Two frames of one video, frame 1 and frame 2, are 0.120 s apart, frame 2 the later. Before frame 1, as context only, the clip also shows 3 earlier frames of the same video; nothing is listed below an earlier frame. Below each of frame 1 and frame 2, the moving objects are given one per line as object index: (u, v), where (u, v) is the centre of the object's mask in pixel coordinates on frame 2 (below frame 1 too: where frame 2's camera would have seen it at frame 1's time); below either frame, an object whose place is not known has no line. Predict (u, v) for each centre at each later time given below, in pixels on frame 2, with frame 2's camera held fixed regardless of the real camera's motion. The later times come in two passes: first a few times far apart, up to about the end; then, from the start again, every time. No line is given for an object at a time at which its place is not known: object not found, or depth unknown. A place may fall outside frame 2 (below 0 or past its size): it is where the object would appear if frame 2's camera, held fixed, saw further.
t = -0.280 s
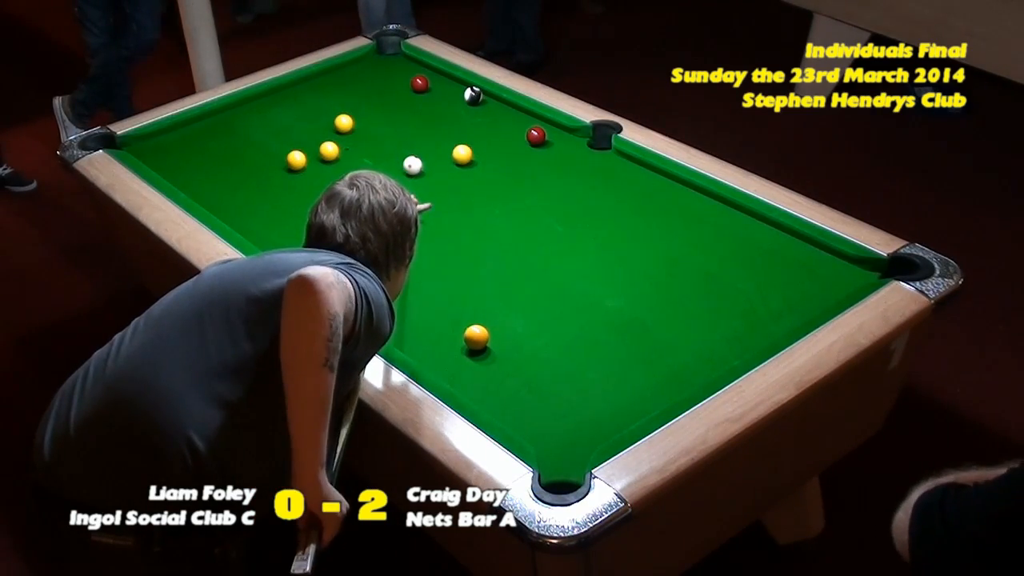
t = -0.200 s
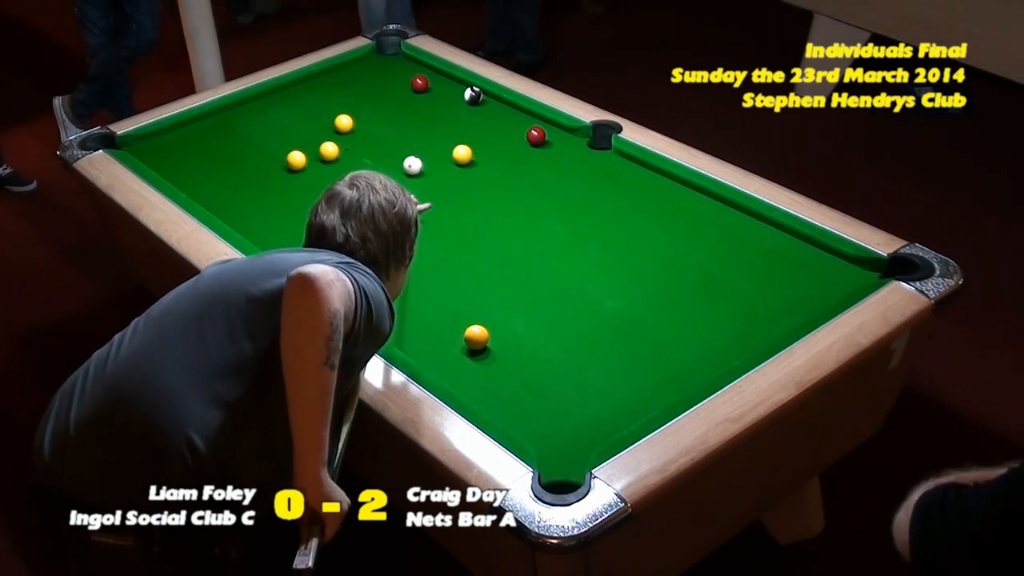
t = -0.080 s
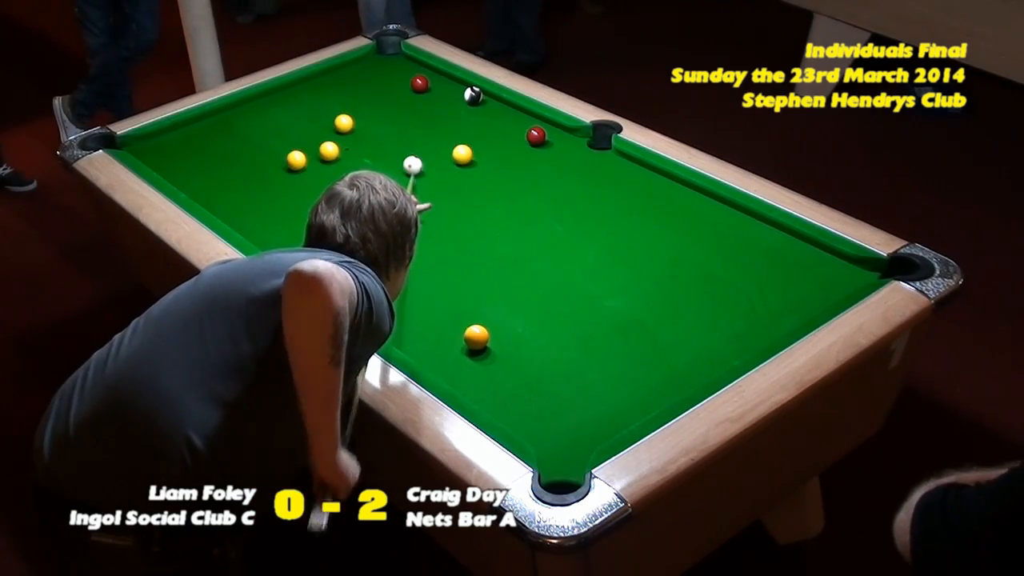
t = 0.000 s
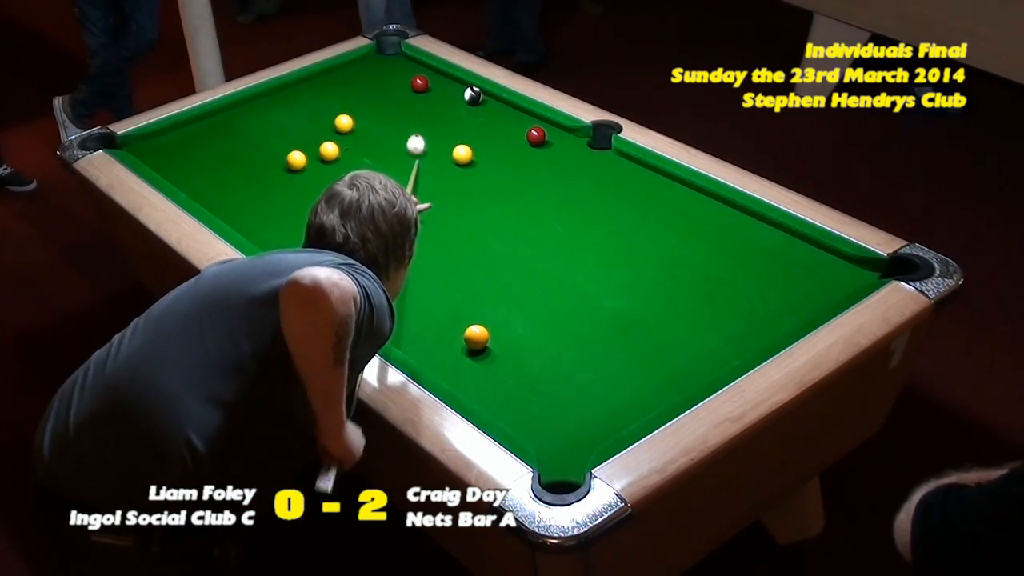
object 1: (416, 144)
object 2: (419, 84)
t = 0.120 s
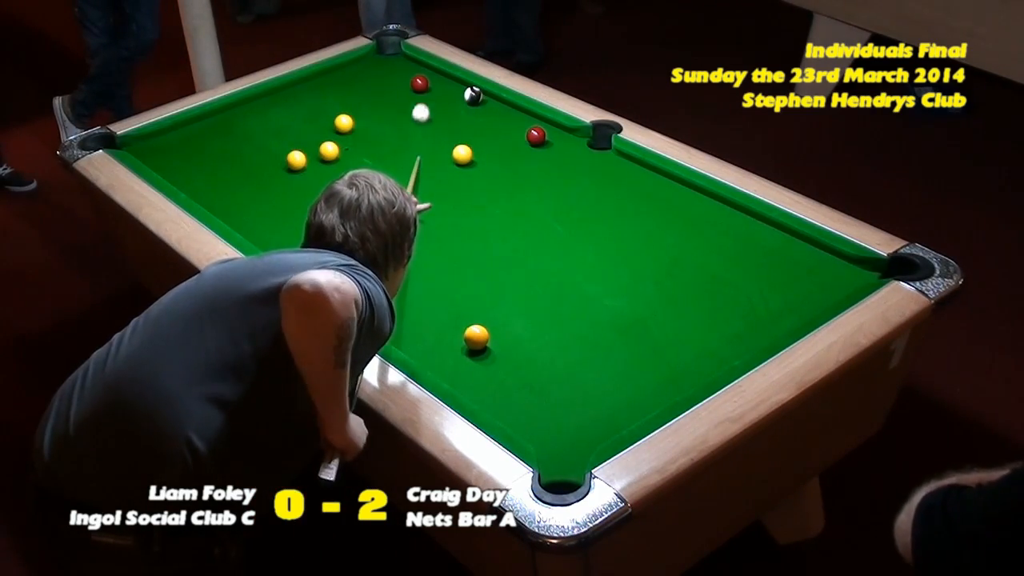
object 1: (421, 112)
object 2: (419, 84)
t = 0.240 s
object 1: (425, 90)
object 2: (417, 81)
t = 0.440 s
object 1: (450, 84)
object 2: (405, 67)
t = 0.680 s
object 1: (453, 90)
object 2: (390, 50)
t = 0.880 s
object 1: (448, 98)
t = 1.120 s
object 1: (443, 106)
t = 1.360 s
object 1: (439, 114)
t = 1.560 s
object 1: (436, 120)
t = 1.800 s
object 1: (432, 126)
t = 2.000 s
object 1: (429, 130)
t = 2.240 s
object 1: (426, 135)
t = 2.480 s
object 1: (423, 138)
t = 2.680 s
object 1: (422, 140)
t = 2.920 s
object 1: (421, 142)
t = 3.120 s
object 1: (421, 142)
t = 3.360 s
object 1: (421, 142)
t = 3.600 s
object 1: (421, 142)
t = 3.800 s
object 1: (421, 142)
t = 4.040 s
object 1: (421, 142)
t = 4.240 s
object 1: (421, 142)
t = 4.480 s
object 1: (421, 142)
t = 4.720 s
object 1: (421, 142)
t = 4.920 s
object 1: (421, 142)
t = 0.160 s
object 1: (422, 104)
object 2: (419, 84)
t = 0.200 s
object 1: (423, 96)
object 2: (419, 82)
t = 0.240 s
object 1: (425, 90)
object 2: (417, 81)
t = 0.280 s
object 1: (431, 89)
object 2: (415, 79)
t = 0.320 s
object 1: (435, 88)
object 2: (412, 76)
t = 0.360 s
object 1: (440, 87)
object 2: (410, 73)
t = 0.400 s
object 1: (445, 86)
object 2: (407, 70)
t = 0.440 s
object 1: (450, 84)
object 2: (405, 67)
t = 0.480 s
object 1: (454, 83)
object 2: (402, 64)
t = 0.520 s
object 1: (457, 83)
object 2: (399, 61)
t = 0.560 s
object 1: (456, 85)
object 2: (397, 58)
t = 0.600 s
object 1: (455, 87)
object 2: (394, 56)
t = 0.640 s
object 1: (454, 88)
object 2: (392, 53)
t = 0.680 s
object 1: (453, 90)
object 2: (390, 50)
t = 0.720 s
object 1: (452, 91)
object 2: (388, 48)
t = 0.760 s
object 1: (451, 93)
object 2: (386, 47)
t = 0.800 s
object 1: (450, 95)
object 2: (387, 49)
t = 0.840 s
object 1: (449, 96)
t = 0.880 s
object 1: (448, 98)
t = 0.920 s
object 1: (447, 99)
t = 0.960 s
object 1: (446, 101)
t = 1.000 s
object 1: (446, 102)
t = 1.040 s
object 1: (445, 103)
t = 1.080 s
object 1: (444, 105)
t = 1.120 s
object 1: (443, 106)
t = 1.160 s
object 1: (443, 108)
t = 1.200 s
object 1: (442, 109)
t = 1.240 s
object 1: (441, 110)
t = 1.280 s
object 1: (440, 111)
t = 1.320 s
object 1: (440, 113)
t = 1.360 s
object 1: (439, 114)
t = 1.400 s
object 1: (439, 115)
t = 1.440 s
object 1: (438, 116)
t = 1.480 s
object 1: (437, 118)
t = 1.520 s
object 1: (436, 119)
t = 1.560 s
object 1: (436, 120)
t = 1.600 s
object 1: (435, 121)
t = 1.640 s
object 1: (434, 122)
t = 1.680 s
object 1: (434, 123)
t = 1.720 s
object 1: (433, 124)
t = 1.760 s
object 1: (433, 125)
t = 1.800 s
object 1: (432, 126)
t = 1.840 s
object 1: (431, 127)
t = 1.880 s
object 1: (431, 128)
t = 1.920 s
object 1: (430, 129)
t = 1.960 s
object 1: (430, 130)
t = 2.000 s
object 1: (429, 130)
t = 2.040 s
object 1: (429, 131)
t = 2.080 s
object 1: (428, 132)
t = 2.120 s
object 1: (427, 133)
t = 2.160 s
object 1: (427, 134)
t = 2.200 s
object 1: (426, 134)
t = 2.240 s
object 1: (426, 135)
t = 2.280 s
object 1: (425, 136)
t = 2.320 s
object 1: (425, 136)
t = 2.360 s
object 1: (424, 137)
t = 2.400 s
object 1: (424, 137)
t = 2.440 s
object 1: (424, 138)
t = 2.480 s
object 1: (423, 138)
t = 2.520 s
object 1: (423, 139)
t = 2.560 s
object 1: (423, 139)
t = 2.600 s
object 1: (422, 140)
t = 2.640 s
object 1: (422, 140)
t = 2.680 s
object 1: (422, 140)
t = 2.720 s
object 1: (422, 141)
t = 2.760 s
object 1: (421, 141)
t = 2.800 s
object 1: (421, 141)
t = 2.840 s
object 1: (421, 141)
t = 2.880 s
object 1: (421, 142)
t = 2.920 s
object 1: (421, 142)
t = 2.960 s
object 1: (421, 142)
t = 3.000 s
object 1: (421, 142)
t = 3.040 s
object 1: (421, 142)
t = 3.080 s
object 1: (421, 142)
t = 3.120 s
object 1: (421, 142)
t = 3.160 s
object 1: (421, 142)
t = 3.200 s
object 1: (421, 142)
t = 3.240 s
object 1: (421, 142)
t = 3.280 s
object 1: (421, 142)
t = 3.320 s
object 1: (421, 142)
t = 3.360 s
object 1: (421, 142)
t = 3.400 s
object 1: (421, 142)
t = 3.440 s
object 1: (421, 142)
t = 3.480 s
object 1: (421, 142)
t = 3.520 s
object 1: (421, 142)
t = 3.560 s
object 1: (421, 142)
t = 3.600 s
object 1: (421, 142)
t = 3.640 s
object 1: (421, 142)
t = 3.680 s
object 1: (421, 142)
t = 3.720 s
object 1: (421, 142)
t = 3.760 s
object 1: (421, 142)
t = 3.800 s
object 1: (421, 142)
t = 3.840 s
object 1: (421, 142)
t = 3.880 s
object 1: (421, 142)
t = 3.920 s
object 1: (421, 142)
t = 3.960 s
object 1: (421, 142)
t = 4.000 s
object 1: (421, 142)
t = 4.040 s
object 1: (421, 142)
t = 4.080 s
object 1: (421, 142)
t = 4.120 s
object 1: (421, 142)
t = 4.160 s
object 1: (421, 142)
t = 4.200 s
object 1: (421, 142)
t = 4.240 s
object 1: (421, 142)
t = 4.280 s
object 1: (421, 142)
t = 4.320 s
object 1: (421, 142)
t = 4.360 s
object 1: (421, 142)
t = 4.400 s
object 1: (421, 142)
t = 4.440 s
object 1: (421, 142)
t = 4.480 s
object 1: (421, 142)
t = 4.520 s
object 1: (421, 142)
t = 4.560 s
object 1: (421, 142)
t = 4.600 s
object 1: (421, 142)
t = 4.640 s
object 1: (421, 142)
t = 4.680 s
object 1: (421, 142)
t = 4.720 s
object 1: (421, 142)
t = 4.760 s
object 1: (421, 142)
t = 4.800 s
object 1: (421, 142)
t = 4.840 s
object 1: (421, 142)
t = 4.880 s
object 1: (421, 142)
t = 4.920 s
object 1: (421, 142)
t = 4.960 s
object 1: (421, 142)
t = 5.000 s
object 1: (421, 142)
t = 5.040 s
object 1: (421, 142)
